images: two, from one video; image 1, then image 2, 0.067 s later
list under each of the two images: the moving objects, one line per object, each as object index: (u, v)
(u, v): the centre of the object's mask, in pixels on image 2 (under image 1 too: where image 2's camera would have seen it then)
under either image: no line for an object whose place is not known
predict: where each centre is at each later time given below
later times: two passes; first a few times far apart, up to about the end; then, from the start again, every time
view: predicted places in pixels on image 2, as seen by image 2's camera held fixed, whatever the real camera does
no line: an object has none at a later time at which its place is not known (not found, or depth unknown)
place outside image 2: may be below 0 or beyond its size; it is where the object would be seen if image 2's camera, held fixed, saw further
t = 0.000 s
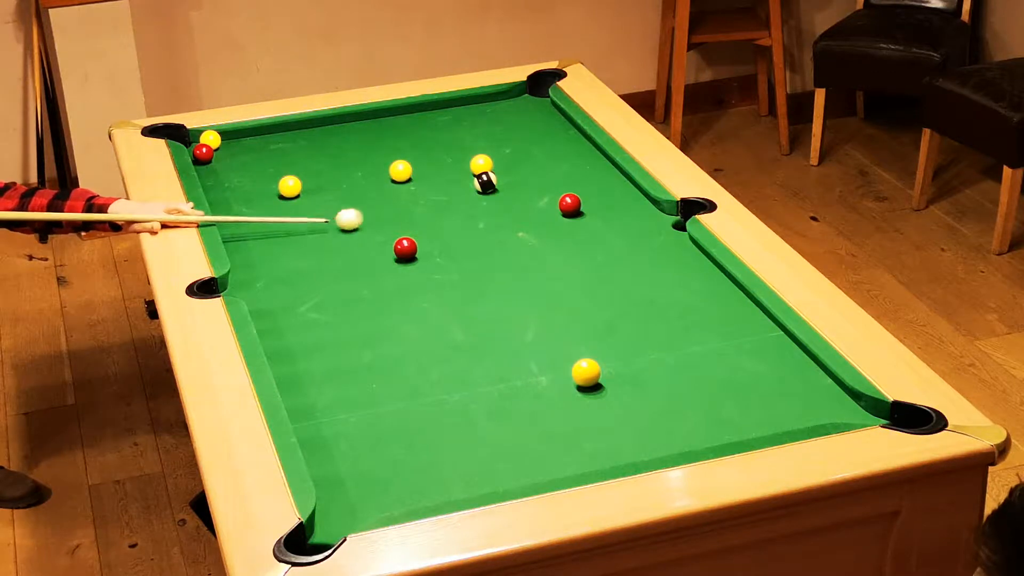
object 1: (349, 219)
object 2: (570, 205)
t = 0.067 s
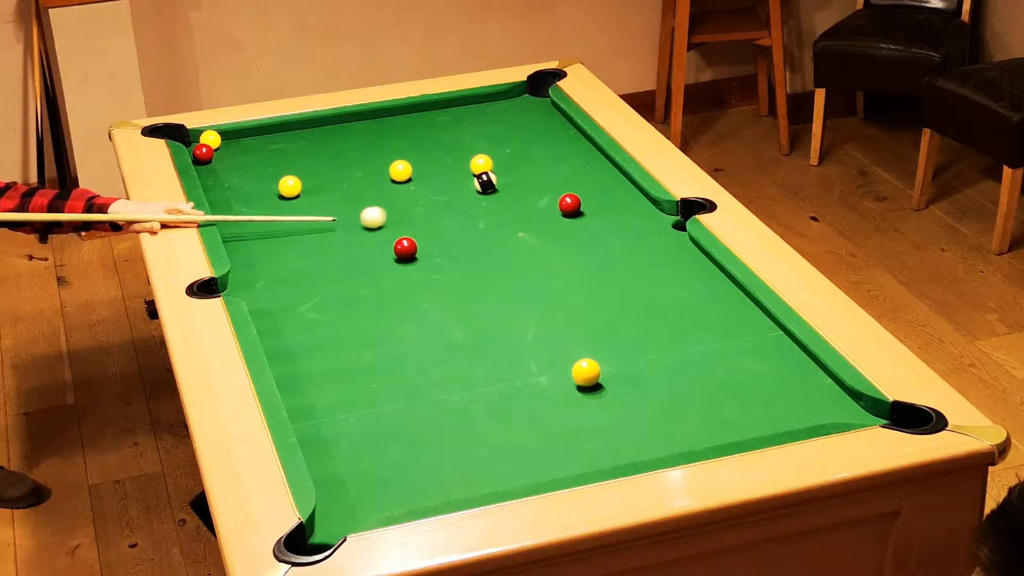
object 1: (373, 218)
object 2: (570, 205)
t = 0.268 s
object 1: (438, 212)
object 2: (570, 205)
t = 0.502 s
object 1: (511, 207)
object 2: (570, 205)
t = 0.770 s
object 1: (555, 198)
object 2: (595, 206)
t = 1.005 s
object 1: (570, 191)
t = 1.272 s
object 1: (585, 183)
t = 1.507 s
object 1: (596, 178)
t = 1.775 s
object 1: (607, 172)
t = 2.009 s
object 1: (608, 170)
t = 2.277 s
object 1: (601, 170)
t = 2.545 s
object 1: (597, 170)
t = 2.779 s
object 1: (596, 170)
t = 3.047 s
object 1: (596, 170)
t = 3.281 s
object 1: (596, 170)
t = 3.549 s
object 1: (597, 170)
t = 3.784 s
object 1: (597, 170)
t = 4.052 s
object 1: (597, 170)
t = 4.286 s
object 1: (597, 170)
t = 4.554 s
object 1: (596, 170)
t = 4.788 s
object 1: (597, 170)
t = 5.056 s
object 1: (597, 170)
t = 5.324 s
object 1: (597, 170)
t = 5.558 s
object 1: (597, 170)
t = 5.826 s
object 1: (597, 170)
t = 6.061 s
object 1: (597, 170)
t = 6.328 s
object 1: (597, 170)
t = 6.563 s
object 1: (597, 170)
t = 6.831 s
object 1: (597, 170)
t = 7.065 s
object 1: (597, 170)
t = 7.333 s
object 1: (597, 170)
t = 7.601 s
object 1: (597, 170)
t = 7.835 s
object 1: (597, 170)
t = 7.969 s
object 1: (597, 170)
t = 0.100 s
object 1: (384, 217)
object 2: (570, 205)
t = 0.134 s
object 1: (395, 216)
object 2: (570, 205)
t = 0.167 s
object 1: (406, 215)
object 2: (570, 205)
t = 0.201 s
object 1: (416, 214)
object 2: (570, 205)
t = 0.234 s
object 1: (427, 213)
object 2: (570, 205)
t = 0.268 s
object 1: (438, 212)
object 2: (570, 205)
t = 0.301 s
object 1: (448, 212)
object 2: (570, 205)
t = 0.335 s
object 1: (459, 211)
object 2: (570, 205)
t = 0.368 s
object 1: (469, 210)
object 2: (570, 205)
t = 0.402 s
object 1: (480, 209)
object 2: (570, 205)
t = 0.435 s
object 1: (490, 208)
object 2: (570, 205)
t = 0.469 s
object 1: (500, 207)
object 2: (570, 205)
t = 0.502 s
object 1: (511, 207)
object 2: (570, 205)
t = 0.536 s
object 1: (521, 206)
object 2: (570, 205)
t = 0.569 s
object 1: (531, 205)
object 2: (570, 204)
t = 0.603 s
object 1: (541, 204)
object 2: (570, 205)
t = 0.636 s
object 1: (548, 203)
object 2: (571, 205)
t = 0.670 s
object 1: (549, 202)
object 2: (579, 205)
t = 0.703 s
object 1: (551, 201)
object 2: (584, 205)
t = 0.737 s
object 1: (553, 200)
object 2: (589, 205)
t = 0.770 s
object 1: (555, 198)
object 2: (595, 206)
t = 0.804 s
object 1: (557, 197)
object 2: (600, 206)
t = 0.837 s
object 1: (559, 196)
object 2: (605, 206)
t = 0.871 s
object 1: (562, 195)
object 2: (610, 207)
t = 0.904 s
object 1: (564, 194)
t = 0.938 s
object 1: (566, 193)
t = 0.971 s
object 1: (568, 192)
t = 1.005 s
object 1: (570, 191)
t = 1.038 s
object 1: (572, 190)
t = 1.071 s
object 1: (574, 189)
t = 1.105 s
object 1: (576, 188)
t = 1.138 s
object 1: (578, 187)
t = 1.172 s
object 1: (580, 186)
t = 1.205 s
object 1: (581, 185)
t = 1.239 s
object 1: (583, 184)
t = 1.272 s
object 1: (585, 183)
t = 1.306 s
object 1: (587, 183)
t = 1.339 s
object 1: (588, 182)
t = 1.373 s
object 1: (590, 181)
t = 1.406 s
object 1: (592, 180)
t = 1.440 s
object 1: (593, 180)
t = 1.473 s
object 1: (594, 179)
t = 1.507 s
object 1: (596, 178)
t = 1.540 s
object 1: (597, 177)
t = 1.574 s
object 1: (599, 176)
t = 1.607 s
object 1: (600, 176)
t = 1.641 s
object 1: (602, 175)
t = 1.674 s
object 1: (603, 174)
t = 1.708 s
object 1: (604, 174)
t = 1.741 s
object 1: (606, 173)
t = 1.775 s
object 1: (607, 172)
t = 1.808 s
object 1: (608, 172)
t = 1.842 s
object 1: (610, 171)
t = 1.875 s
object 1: (611, 171)
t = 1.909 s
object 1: (611, 170)
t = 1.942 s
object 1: (610, 170)
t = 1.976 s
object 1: (609, 170)
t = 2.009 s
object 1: (608, 170)
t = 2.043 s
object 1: (607, 170)
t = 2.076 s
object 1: (606, 170)
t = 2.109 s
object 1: (605, 170)
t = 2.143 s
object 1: (604, 170)
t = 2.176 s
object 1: (603, 170)
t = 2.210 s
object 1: (602, 170)
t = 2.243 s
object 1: (602, 170)
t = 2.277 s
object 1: (601, 170)
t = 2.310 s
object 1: (600, 170)
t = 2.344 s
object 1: (600, 170)
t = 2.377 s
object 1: (599, 170)
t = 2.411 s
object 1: (599, 170)
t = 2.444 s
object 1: (598, 170)
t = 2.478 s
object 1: (598, 170)
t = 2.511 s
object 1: (597, 170)
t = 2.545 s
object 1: (597, 170)
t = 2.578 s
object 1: (597, 170)
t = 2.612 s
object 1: (596, 170)
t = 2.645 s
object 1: (596, 170)
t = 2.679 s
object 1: (596, 170)
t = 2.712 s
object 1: (596, 170)
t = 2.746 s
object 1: (596, 170)
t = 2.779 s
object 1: (596, 170)
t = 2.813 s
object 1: (596, 170)
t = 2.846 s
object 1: (596, 170)
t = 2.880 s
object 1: (596, 170)
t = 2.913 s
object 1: (596, 170)
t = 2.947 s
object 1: (596, 170)
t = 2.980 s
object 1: (596, 170)
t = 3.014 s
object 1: (597, 170)
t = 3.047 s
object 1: (596, 170)
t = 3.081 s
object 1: (597, 170)
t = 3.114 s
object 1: (597, 170)
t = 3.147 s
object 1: (597, 170)
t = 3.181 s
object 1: (596, 170)
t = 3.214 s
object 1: (597, 170)
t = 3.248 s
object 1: (597, 170)
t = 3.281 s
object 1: (596, 170)
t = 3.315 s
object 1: (597, 170)
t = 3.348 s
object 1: (597, 170)
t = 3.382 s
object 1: (597, 170)
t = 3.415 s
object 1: (597, 170)
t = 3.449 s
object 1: (597, 170)
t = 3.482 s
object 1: (597, 170)
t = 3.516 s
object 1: (597, 170)
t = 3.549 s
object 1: (597, 170)
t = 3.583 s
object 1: (597, 170)
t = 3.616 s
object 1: (597, 170)
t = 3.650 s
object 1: (597, 170)
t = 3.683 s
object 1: (597, 170)
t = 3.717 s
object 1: (597, 170)
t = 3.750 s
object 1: (597, 170)
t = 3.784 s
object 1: (597, 170)
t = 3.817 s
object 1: (597, 170)
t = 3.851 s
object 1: (597, 170)
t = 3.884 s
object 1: (596, 170)
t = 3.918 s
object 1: (597, 170)
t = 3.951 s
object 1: (597, 170)
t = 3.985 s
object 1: (597, 170)
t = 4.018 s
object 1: (597, 170)
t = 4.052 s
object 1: (597, 170)
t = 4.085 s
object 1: (596, 170)
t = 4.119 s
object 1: (597, 170)
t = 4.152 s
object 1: (597, 170)
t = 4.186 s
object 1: (596, 170)
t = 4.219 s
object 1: (597, 170)
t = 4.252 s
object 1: (596, 170)
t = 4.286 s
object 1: (597, 170)
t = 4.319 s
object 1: (596, 170)
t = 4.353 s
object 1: (596, 170)
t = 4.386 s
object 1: (597, 170)
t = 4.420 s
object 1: (596, 170)
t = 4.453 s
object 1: (596, 170)
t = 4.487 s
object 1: (596, 170)
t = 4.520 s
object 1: (596, 170)
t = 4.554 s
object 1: (596, 170)
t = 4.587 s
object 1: (596, 170)
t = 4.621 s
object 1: (597, 170)
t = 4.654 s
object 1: (597, 170)
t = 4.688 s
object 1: (597, 170)
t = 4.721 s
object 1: (597, 170)
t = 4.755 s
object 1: (597, 170)
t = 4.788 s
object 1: (597, 170)
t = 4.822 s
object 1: (597, 170)
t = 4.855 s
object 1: (597, 170)
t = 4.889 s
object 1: (597, 170)
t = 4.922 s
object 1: (597, 170)
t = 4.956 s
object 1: (597, 170)
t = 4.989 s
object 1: (597, 170)
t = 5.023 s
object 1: (597, 170)
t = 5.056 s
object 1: (597, 170)
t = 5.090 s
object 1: (597, 170)
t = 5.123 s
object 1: (597, 170)
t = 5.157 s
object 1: (597, 170)
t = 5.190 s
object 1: (597, 170)
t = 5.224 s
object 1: (597, 170)
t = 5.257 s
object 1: (597, 170)
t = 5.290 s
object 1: (597, 170)
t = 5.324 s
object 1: (597, 170)
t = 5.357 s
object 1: (597, 170)
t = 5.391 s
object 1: (597, 170)
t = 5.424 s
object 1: (597, 170)
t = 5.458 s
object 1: (597, 170)
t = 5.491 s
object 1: (597, 170)
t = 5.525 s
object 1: (597, 170)
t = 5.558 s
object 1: (597, 170)
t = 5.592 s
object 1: (597, 170)
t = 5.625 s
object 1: (597, 170)
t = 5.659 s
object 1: (597, 170)
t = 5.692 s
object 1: (597, 170)
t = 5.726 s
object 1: (597, 170)
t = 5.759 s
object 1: (597, 170)
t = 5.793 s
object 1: (597, 170)
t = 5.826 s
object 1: (597, 170)
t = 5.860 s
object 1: (597, 170)
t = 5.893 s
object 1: (597, 170)
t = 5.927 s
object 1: (597, 170)
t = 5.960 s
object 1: (597, 170)
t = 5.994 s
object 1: (597, 170)
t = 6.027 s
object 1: (597, 170)
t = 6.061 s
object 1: (597, 170)
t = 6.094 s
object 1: (597, 170)
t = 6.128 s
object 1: (597, 170)
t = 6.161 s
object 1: (597, 170)
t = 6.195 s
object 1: (597, 170)
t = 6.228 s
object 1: (597, 170)
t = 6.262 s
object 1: (597, 170)
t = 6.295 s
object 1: (597, 170)
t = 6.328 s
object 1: (597, 170)
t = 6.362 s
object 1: (597, 170)
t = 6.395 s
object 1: (597, 170)
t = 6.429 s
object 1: (597, 170)
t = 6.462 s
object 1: (597, 170)
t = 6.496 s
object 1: (597, 170)
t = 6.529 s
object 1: (597, 170)
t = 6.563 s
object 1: (597, 170)
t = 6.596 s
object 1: (597, 170)
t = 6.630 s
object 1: (597, 170)
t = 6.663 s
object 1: (597, 170)
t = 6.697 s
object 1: (597, 170)
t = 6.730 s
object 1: (597, 170)
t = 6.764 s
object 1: (597, 170)
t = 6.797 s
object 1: (597, 170)
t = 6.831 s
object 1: (597, 170)
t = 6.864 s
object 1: (597, 170)
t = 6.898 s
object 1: (597, 170)
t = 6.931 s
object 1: (597, 170)
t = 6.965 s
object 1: (597, 170)
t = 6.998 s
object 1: (597, 170)
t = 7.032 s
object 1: (597, 170)
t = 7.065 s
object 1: (597, 170)
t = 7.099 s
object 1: (597, 170)
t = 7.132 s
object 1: (597, 170)
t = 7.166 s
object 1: (597, 170)
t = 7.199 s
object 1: (597, 170)
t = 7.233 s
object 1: (597, 170)
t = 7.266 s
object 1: (597, 170)
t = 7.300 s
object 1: (597, 170)
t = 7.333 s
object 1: (597, 170)
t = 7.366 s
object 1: (597, 170)
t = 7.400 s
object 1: (597, 170)
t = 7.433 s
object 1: (597, 170)
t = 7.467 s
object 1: (597, 170)
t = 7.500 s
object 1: (597, 170)
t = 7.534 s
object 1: (597, 170)
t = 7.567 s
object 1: (597, 170)
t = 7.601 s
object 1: (597, 170)
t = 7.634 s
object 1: (597, 170)
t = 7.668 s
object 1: (597, 170)
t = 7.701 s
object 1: (597, 170)
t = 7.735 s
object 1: (597, 170)
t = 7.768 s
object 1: (597, 170)
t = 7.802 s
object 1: (597, 170)
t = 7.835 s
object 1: (597, 170)
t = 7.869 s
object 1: (597, 170)
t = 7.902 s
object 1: (597, 170)
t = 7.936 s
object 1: (597, 170)
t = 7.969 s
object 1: (597, 170)
